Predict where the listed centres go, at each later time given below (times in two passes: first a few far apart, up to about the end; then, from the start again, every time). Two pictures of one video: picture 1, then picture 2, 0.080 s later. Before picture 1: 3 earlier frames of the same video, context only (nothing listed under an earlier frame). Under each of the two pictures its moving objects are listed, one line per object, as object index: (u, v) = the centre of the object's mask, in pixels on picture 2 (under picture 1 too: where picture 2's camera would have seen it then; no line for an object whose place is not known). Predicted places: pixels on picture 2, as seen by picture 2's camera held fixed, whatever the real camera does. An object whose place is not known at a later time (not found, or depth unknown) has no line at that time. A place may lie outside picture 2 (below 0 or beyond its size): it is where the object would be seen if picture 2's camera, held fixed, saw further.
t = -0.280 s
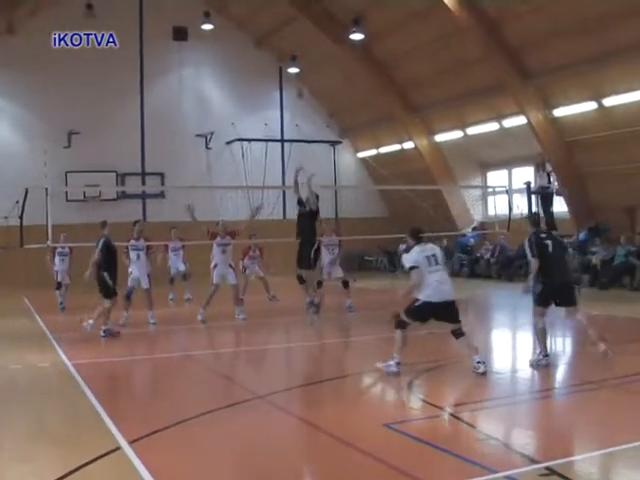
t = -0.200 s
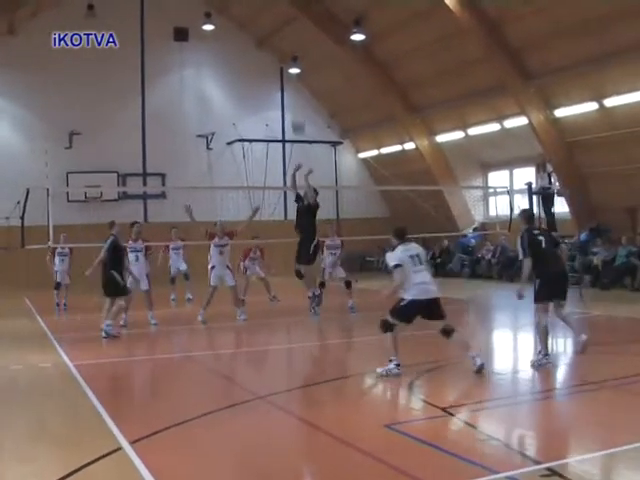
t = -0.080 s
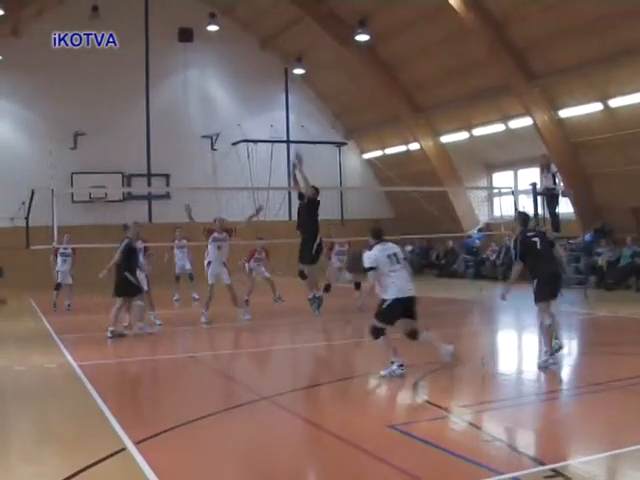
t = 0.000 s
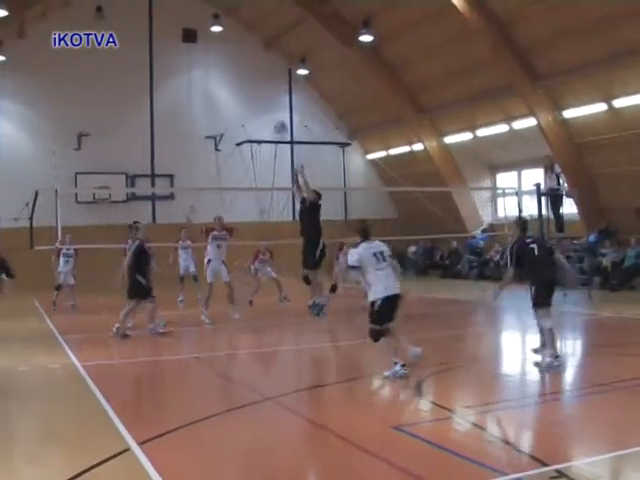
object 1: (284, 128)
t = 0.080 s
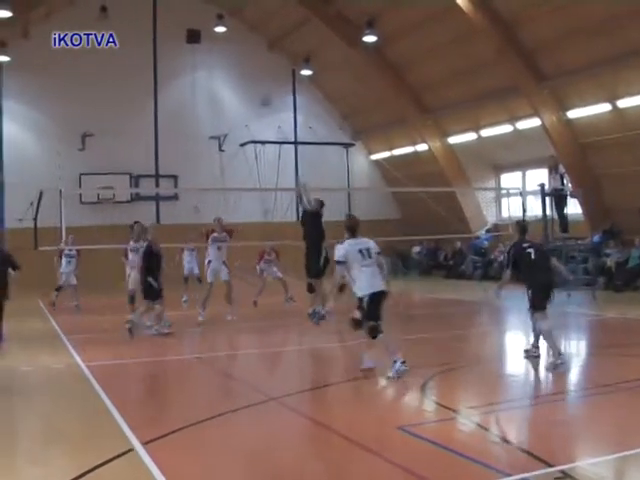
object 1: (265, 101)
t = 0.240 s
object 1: (228, 60)
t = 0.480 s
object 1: (168, 25)
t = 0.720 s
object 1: (113, 27)
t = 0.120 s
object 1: (255, 89)
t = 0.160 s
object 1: (245, 82)
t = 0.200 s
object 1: (236, 71)
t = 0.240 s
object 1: (228, 60)
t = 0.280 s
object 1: (218, 51)
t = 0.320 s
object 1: (207, 44)
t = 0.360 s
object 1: (197, 36)
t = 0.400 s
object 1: (186, 32)
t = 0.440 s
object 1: (178, 28)
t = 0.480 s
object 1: (168, 25)
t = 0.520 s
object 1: (160, 24)
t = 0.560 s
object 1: (150, 22)
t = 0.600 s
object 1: (140, 22)
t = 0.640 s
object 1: (132, 26)
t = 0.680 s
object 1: (123, 27)
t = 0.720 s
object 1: (113, 27)
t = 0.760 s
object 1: (102, 36)
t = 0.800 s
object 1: (94, 39)
